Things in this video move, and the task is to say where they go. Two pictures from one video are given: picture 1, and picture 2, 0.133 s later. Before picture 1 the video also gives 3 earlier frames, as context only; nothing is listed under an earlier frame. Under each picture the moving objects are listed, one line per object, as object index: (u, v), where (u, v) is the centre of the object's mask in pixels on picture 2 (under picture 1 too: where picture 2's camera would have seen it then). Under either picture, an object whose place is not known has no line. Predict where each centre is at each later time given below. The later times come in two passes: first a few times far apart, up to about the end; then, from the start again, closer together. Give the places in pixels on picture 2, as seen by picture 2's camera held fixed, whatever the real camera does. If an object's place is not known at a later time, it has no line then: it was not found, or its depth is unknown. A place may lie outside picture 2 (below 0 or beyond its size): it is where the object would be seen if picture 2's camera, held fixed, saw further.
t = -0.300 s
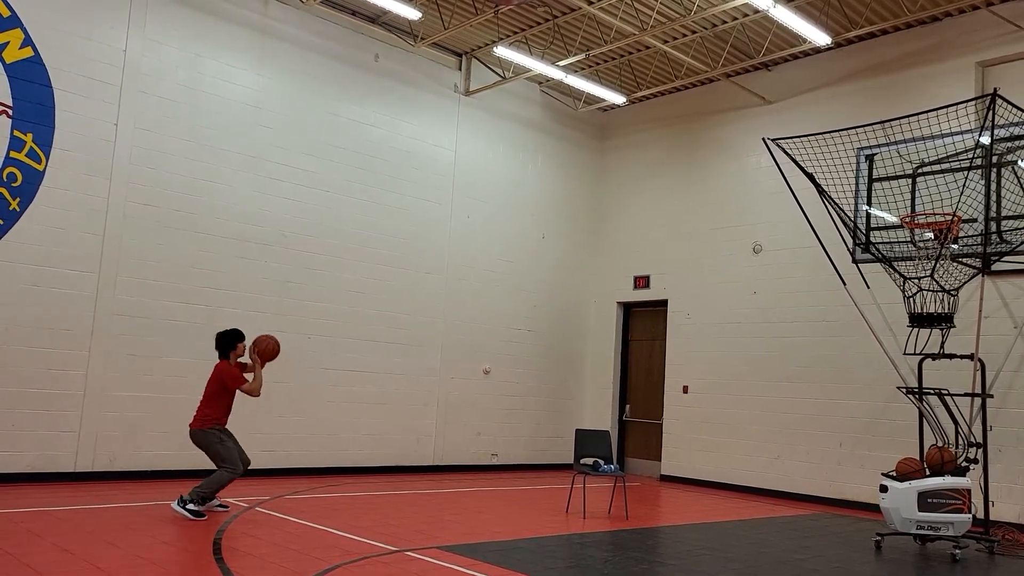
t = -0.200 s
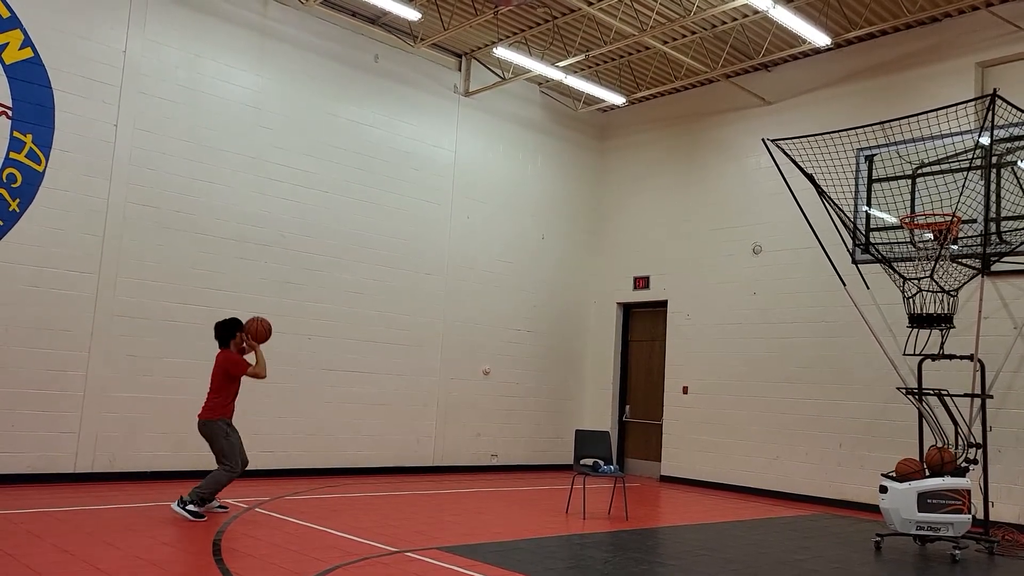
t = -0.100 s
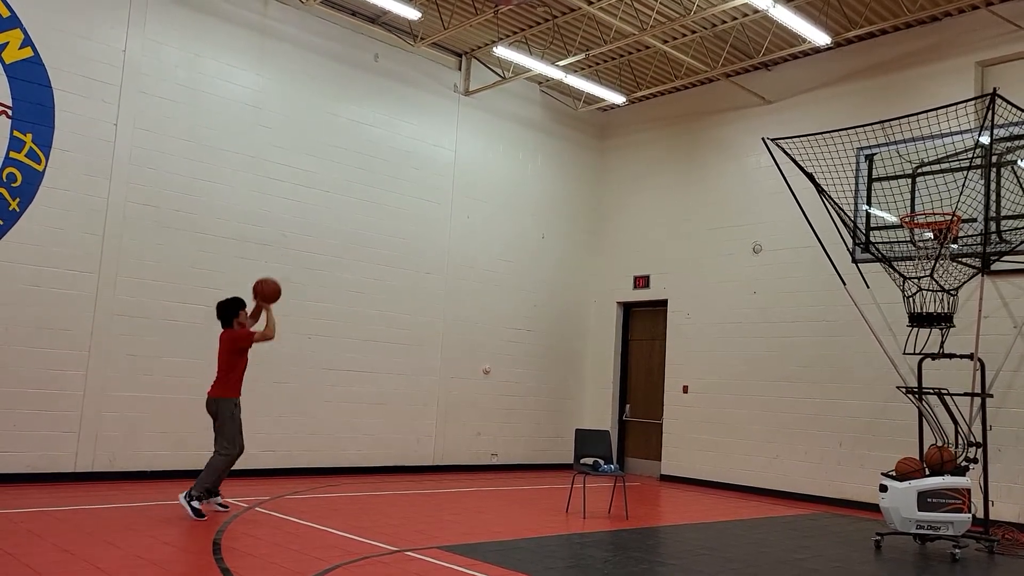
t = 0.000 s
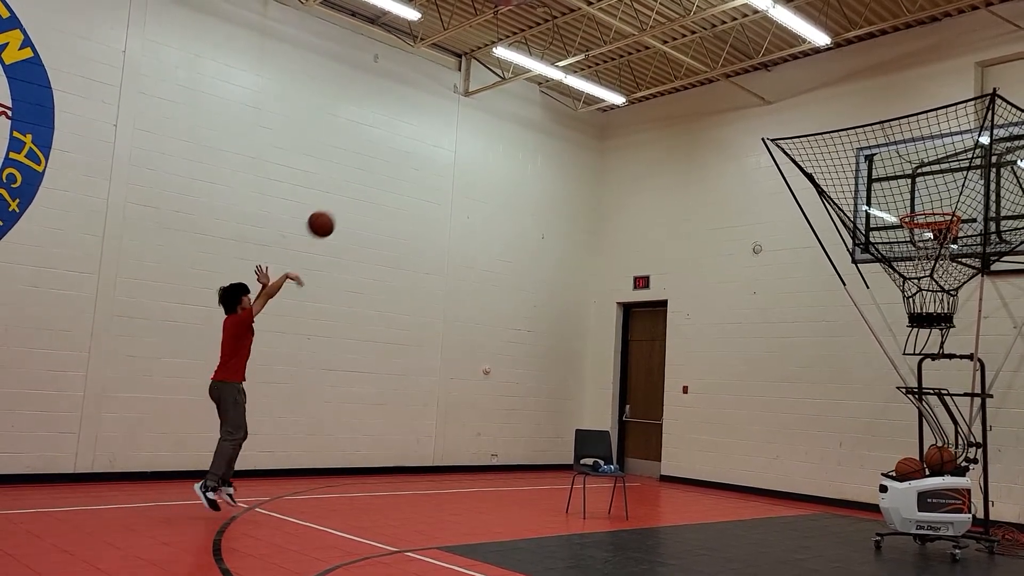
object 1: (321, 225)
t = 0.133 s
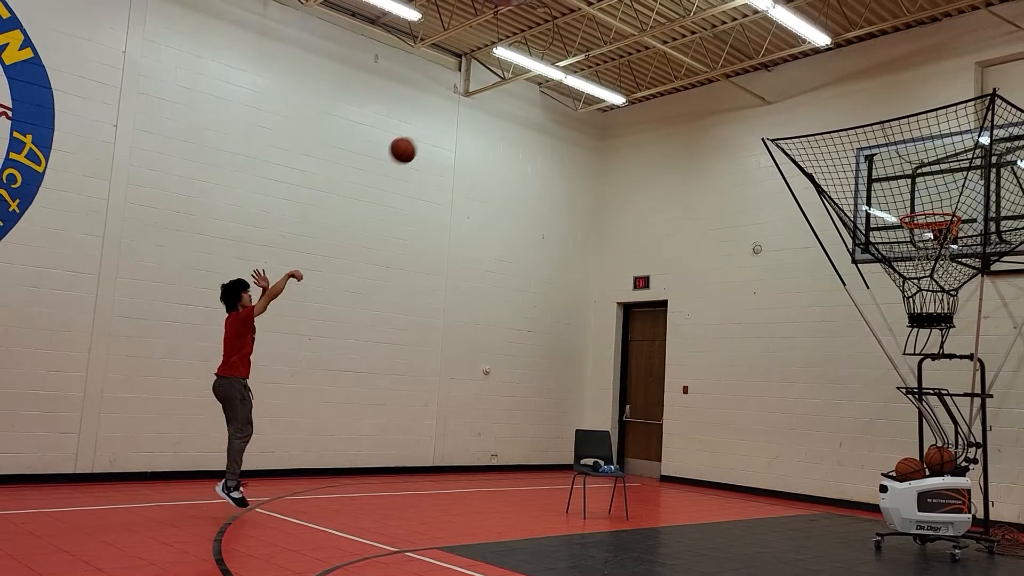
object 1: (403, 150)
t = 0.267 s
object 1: (480, 96)
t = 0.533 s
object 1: (622, 47)
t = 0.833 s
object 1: (772, 80)
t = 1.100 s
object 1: (900, 183)
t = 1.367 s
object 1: (955, 283)
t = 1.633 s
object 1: (911, 299)
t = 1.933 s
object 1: (940, 307)
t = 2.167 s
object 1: (930, 331)
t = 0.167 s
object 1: (422, 134)
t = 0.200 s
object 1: (442, 120)
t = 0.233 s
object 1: (461, 107)
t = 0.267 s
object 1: (480, 96)
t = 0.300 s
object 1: (498, 86)
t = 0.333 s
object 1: (516, 77)
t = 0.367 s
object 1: (534, 70)
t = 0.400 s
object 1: (552, 62)
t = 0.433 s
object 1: (571, 57)
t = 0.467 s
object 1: (588, 53)
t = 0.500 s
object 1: (605, 49)
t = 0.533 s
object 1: (622, 47)
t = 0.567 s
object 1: (640, 47)
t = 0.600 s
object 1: (657, 47)
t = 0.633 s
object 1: (673, 48)
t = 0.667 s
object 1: (690, 51)
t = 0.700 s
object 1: (706, 54)
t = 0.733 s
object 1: (723, 59)
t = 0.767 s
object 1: (739, 65)
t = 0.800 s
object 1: (756, 72)
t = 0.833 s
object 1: (772, 80)
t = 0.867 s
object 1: (788, 89)
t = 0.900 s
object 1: (804, 99)
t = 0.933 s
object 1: (820, 111)
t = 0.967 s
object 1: (836, 123)
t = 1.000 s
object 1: (853, 137)
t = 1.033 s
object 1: (868, 151)
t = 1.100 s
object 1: (900, 183)
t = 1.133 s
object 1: (916, 201)
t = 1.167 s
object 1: (932, 220)
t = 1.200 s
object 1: (947, 238)
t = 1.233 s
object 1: (956, 252)
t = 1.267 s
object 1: (960, 259)
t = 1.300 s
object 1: (963, 269)
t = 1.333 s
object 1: (961, 277)
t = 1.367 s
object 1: (955, 283)
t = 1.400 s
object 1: (947, 283)
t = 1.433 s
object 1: (939, 285)
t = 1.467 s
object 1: (932, 287)
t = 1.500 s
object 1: (923, 290)
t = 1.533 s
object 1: (915, 295)
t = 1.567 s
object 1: (910, 298)
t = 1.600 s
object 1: (909, 300)
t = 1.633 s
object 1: (911, 299)
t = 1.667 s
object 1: (914, 297)
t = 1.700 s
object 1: (919, 296)
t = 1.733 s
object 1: (924, 296)
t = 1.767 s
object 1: (929, 298)
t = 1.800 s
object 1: (934, 300)
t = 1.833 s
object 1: (939, 302)
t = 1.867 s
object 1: (942, 305)
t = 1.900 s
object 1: (943, 306)
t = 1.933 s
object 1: (940, 307)
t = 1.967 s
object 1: (935, 308)
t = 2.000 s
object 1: (932, 309)
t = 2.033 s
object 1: (928, 310)
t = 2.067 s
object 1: (928, 310)
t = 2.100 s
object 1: (929, 311)
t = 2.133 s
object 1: (929, 330)
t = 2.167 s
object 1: (930, 331)
